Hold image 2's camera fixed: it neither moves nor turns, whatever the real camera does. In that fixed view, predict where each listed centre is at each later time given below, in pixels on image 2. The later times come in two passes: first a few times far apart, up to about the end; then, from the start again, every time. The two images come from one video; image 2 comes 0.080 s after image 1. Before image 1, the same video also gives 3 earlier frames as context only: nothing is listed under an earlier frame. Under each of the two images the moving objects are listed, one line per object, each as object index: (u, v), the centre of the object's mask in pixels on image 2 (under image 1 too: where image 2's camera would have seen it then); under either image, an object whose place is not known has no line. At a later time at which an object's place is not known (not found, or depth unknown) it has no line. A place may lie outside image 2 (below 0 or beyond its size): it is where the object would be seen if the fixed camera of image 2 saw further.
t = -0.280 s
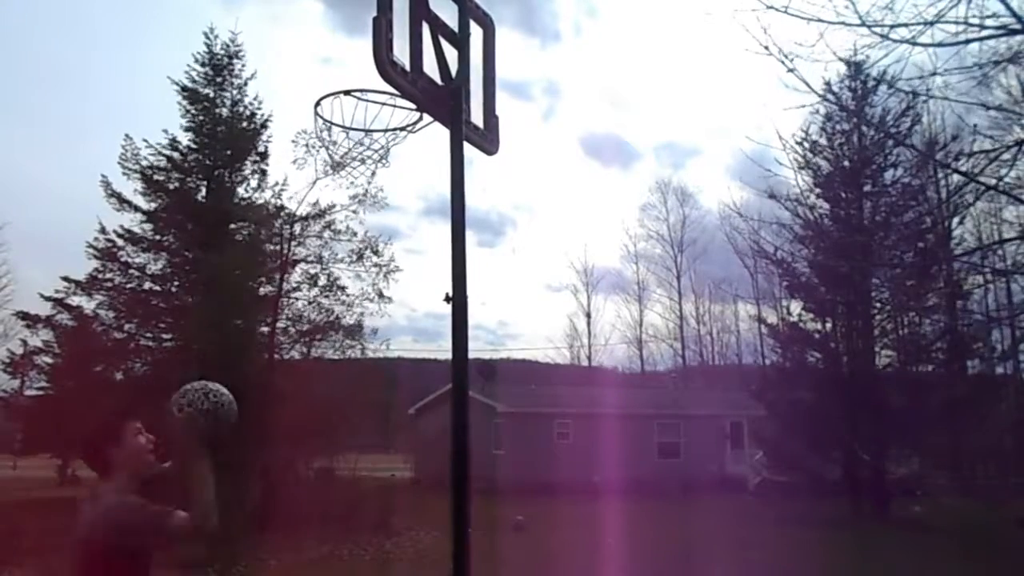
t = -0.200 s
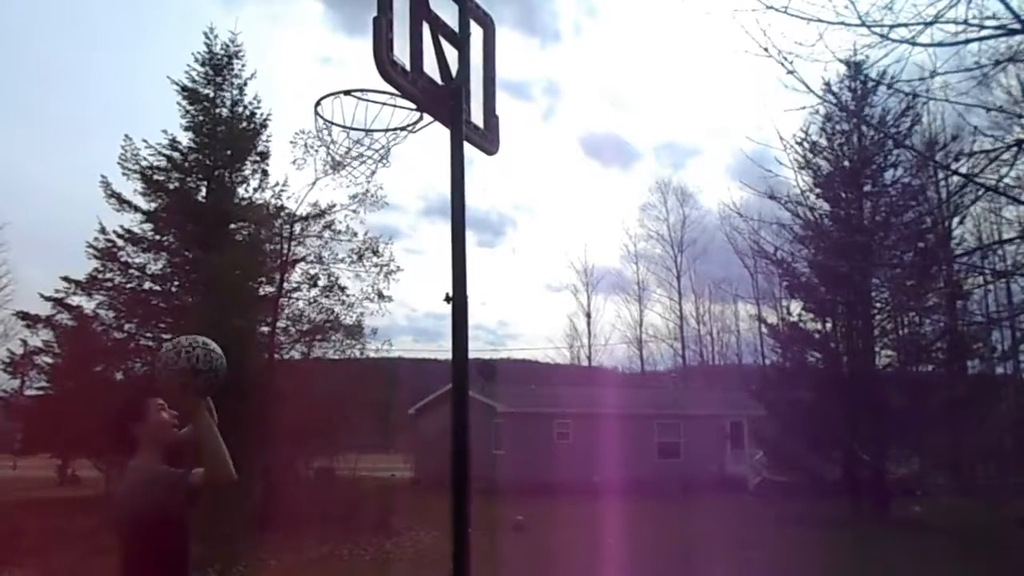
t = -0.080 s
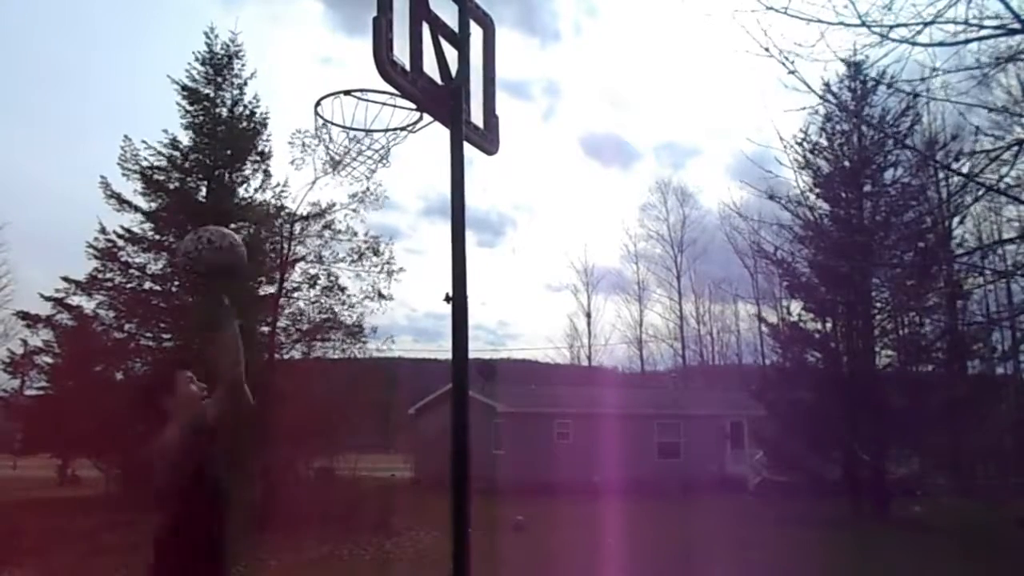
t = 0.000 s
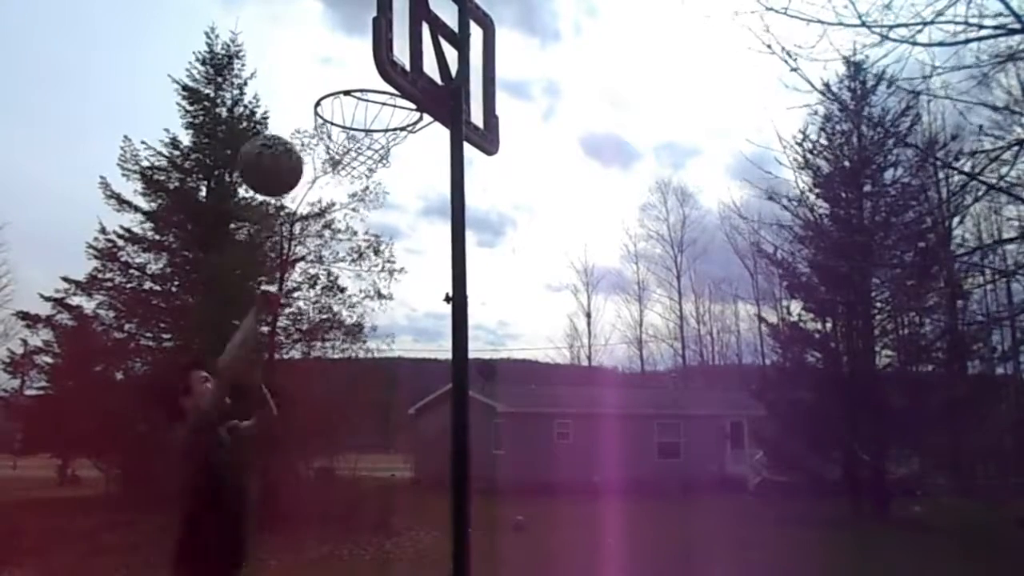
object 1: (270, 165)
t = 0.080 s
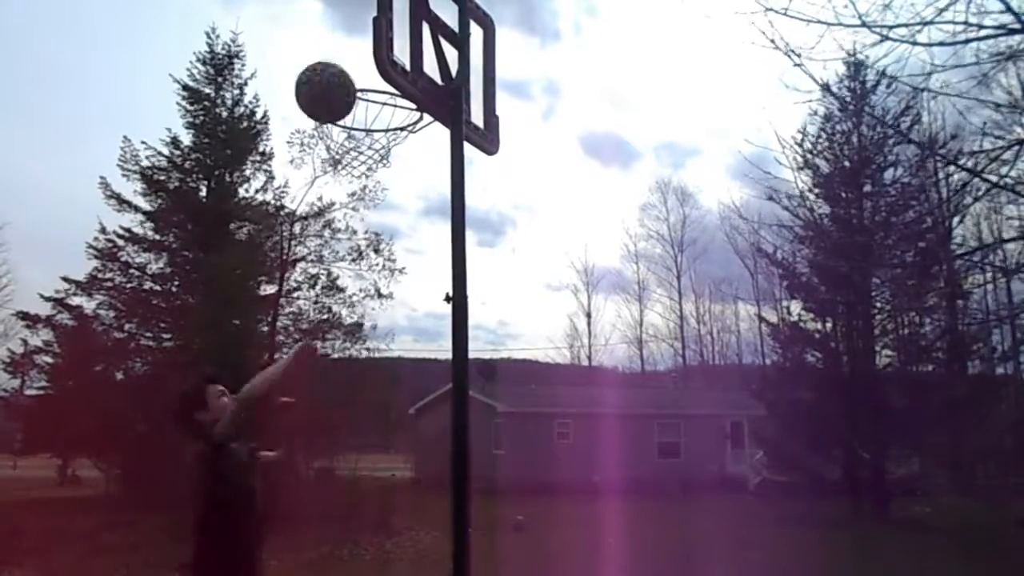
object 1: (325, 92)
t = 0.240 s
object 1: (366, 31)
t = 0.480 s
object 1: (352, 82)
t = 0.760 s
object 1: (354, 200)
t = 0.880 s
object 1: (365, 263)
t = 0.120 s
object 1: (350, 63)
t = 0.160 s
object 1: (363, 38)
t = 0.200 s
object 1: (365, 33)
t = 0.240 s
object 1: (366, 31)
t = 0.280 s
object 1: (363, 32)
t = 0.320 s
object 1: (361, 36)
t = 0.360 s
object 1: (359, 43)
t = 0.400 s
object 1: (356, 53)
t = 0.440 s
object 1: (354, 66)
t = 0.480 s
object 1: (352, 82)
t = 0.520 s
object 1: (349, 101)
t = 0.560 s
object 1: (347, 122)
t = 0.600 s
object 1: (344, 146)
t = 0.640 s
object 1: (342, 166)
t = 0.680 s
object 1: (345, 176)
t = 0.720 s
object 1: (350, 186)
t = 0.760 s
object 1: (354, 200)
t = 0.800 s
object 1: (358, 217)
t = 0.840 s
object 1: (361, 239)
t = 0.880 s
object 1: (365, 263)
